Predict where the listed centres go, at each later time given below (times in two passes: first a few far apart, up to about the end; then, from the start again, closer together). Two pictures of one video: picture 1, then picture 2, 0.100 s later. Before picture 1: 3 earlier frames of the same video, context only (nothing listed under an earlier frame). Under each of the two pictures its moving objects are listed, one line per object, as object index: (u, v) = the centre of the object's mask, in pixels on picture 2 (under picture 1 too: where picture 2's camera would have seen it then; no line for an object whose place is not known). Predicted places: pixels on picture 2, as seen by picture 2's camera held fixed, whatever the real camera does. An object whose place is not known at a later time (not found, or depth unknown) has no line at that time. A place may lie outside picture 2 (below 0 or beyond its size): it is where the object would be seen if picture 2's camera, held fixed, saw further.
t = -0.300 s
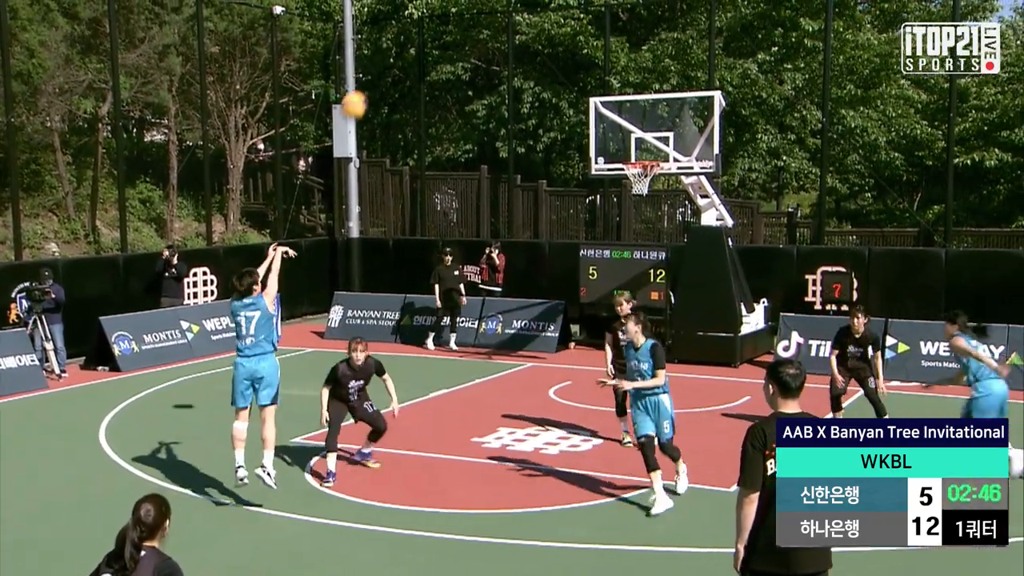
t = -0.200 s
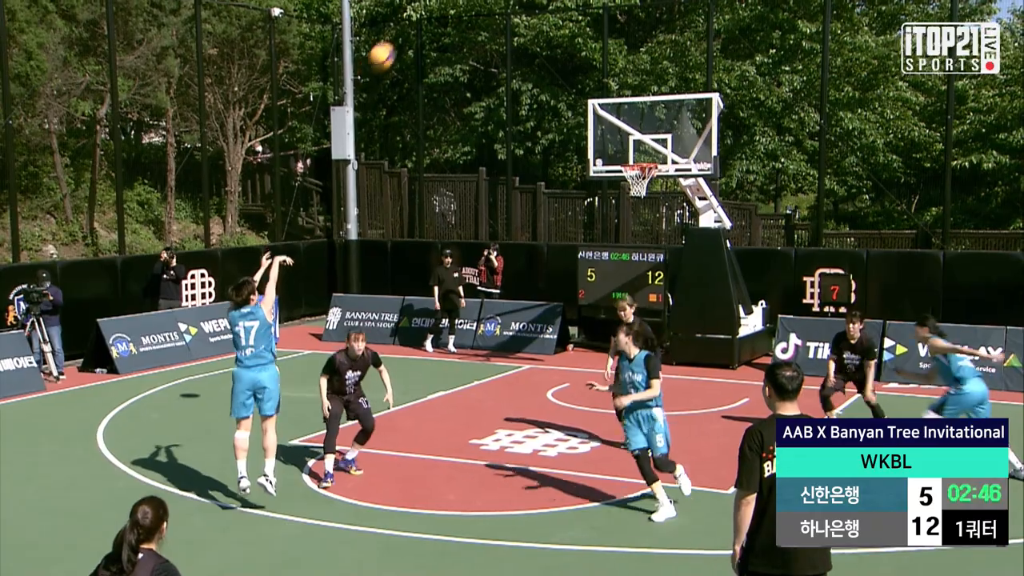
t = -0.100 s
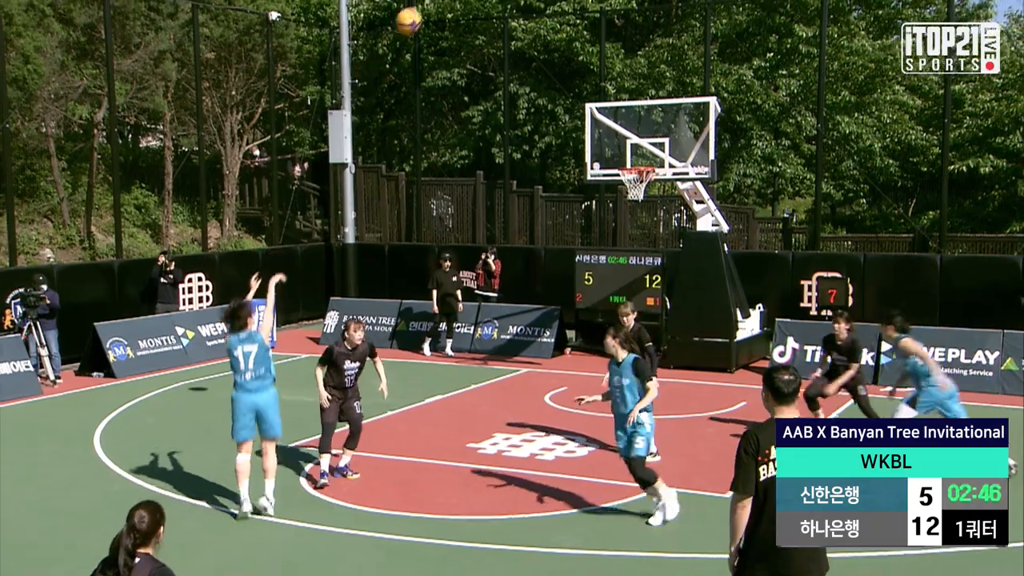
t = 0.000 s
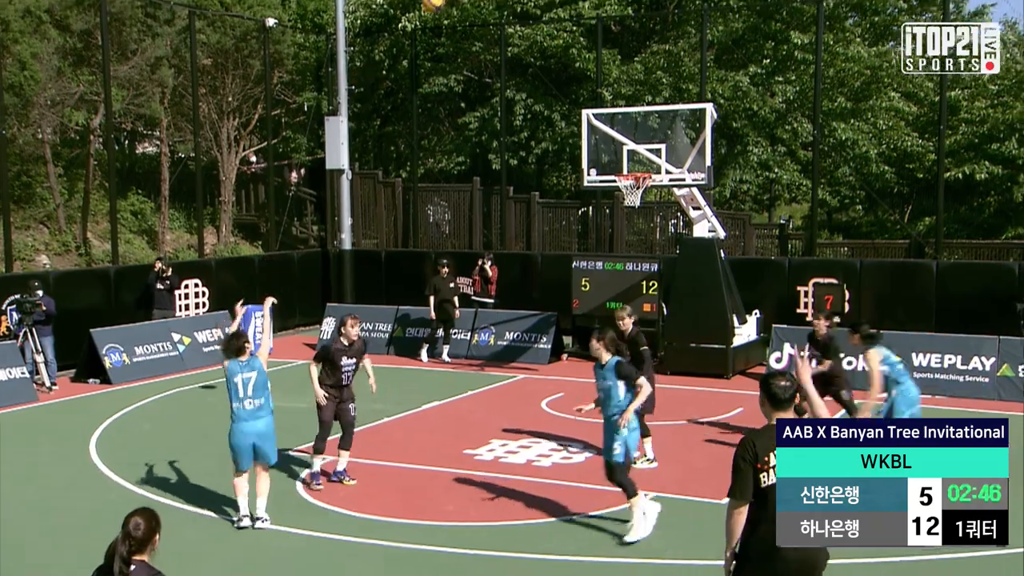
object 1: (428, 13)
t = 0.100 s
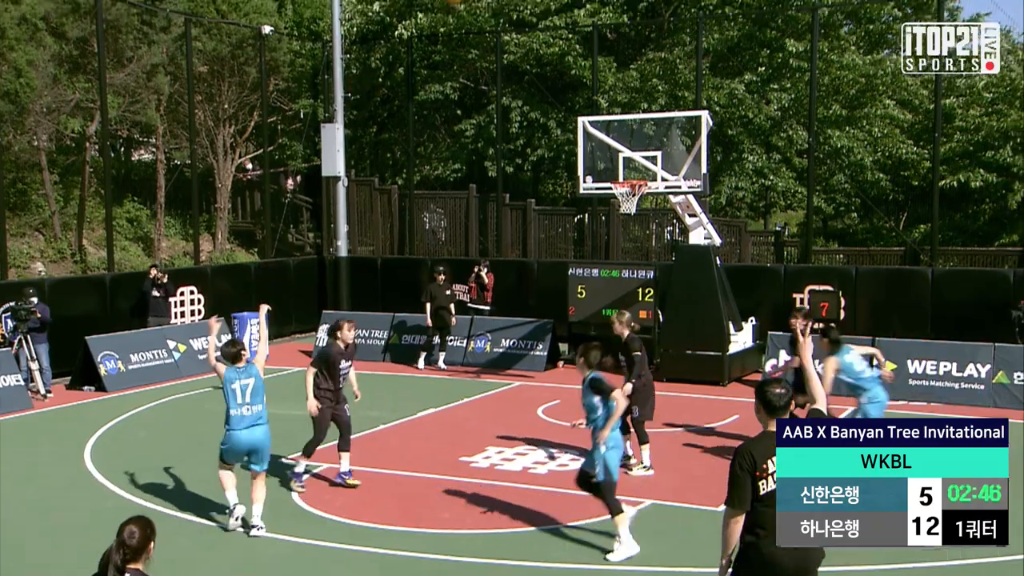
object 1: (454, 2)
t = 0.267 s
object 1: (495, -7)
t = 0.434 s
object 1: (532, 7)
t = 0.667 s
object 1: (578, 69)
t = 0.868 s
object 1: (614, 148)
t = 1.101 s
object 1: (629, 126)
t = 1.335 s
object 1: (629, 99)
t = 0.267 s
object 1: (495, -7)
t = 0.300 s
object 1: (503, -7)
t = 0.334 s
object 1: (509, -6)
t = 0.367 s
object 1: (517, -4)
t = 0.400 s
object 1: (524, 2)
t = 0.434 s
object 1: (532, 7)
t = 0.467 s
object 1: (539, 14)
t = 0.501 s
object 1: (545, 21)
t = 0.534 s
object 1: (552, 29)
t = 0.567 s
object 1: (559, 38)
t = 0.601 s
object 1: (566, 48)
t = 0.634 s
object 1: (572, 58)
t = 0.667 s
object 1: (578, 69)
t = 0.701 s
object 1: (584, 81)
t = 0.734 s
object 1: (590, 92)
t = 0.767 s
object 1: (596, 105)
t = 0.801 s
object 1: (602, 118)
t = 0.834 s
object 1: (608, 132)
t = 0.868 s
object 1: (614, 148)
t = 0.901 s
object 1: (619, 162)
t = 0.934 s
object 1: (624, 172)
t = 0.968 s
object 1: (627, 161)
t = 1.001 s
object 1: (629, 149)
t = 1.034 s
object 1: (629, 140)
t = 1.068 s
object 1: (629, 132)
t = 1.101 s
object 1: (629, 126)
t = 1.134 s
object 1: (628, 120)
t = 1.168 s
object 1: (629, 114)
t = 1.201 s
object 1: (629, 109)
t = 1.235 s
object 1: (628, 105)
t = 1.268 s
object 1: (629, 103)
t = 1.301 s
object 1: (629, 101)
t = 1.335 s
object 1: (629, 99)
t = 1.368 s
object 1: (629, 99)
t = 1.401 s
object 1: (629, 99)
